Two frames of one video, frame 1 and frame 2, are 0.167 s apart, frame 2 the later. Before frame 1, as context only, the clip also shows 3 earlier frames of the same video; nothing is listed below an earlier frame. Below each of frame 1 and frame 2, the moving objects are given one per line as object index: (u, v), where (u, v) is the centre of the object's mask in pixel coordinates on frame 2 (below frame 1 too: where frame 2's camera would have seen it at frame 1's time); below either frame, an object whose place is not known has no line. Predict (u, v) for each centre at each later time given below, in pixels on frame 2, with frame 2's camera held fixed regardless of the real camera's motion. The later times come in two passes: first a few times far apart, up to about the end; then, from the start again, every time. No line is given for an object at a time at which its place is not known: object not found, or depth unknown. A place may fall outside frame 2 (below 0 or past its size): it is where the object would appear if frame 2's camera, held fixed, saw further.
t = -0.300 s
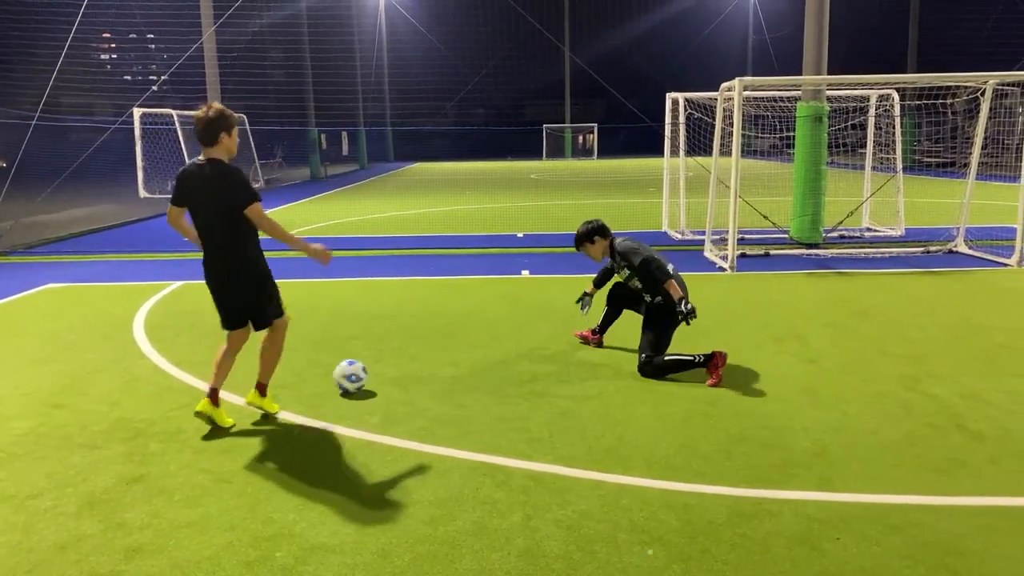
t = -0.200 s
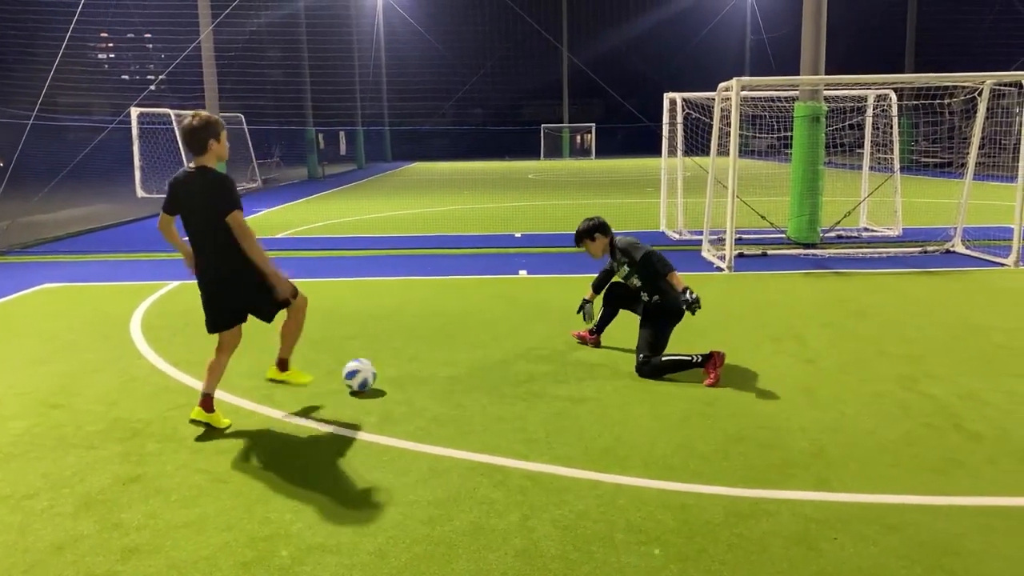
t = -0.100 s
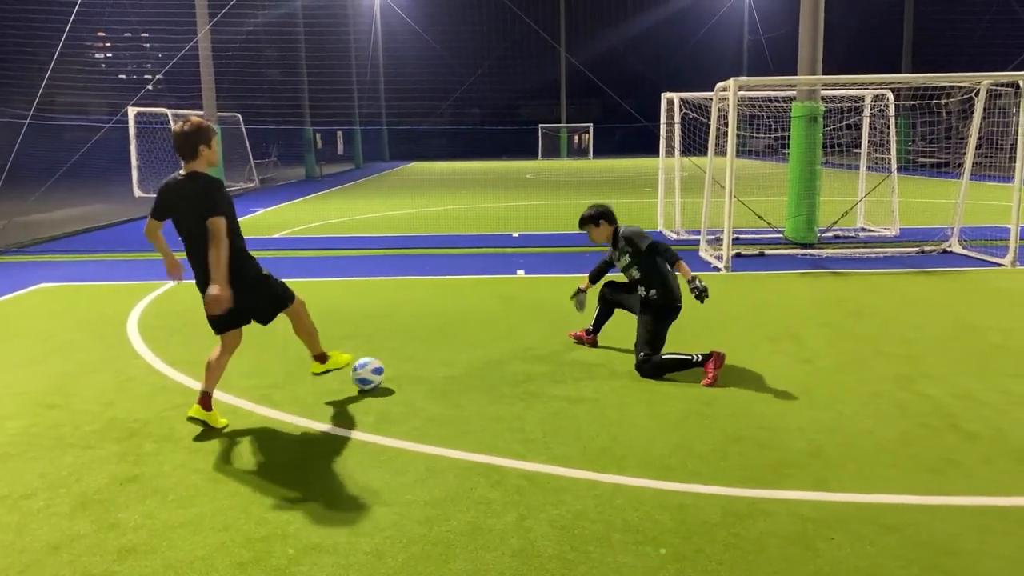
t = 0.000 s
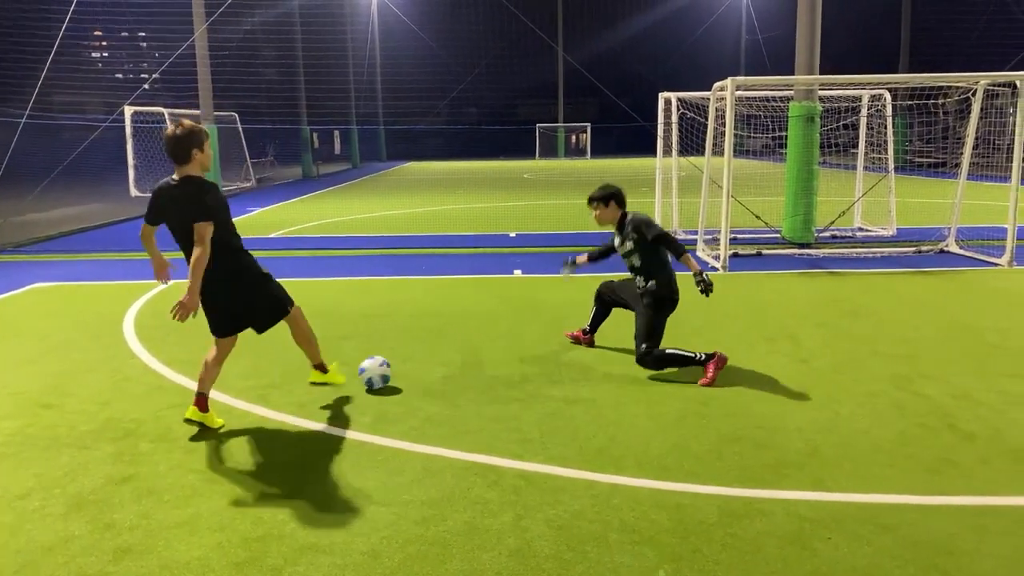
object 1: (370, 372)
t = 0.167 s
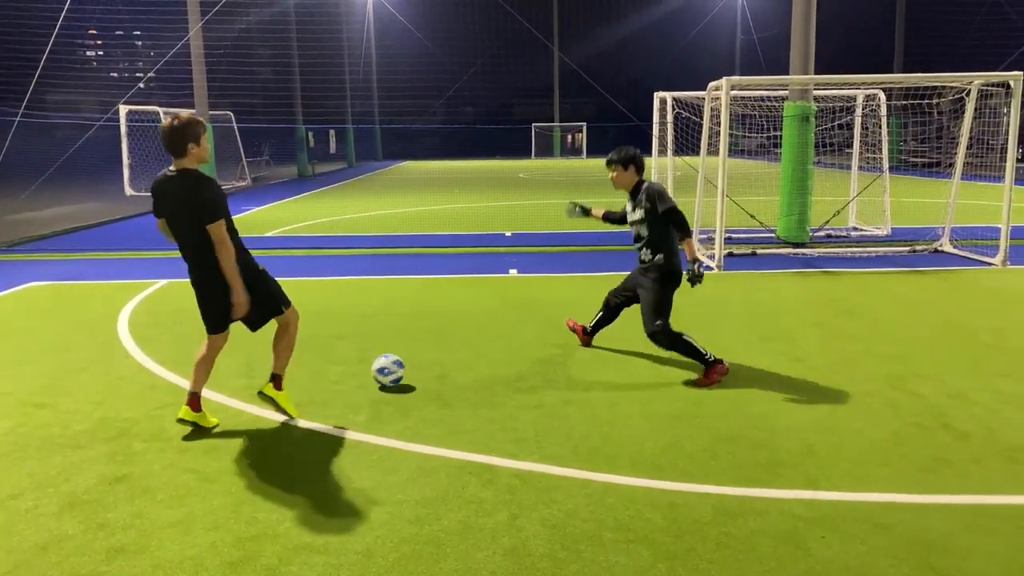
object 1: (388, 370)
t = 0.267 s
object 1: (399, 369)
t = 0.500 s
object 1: (422, 367)
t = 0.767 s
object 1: (447, 365)
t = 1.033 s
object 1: (469, 362)
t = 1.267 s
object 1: (487, 361)
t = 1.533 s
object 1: (505, 359)
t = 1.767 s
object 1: (520, 357)
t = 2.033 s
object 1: (534, 354)
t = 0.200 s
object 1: (392, 369)
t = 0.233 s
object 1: (395, 369)
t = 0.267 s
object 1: (399, 369)
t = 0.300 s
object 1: (402, 369)
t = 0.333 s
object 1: (406, 368)
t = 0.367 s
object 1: (408, 368)
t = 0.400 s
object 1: (412, 367)
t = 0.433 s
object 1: (416, 367)
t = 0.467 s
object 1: (419, 367)
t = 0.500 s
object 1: (422, 367)
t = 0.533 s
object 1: (425, 367)
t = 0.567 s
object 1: (428, 367)
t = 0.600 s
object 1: (431, 366)
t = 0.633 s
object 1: (434, 366)
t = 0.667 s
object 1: (437, 366)
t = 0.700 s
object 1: (441, 366)
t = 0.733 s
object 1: (444, 365)
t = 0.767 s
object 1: (447, 365)
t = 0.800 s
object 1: (450, 364)
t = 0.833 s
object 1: (453, 364)
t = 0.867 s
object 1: (456, 364)
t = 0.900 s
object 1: (459, 364)
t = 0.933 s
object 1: (462, 363)
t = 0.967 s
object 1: (464, 363)
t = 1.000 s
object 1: (467, 363)
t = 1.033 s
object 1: (469, 362)
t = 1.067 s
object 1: (472, 362)
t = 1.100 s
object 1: (475, 362)
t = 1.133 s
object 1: (478, 362)
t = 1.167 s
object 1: (481, 361)
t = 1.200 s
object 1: (483, 361)
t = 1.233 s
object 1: (485, 361)
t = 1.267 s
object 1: (487, 361)
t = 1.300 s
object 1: (489, 360)
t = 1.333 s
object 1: (492, 360)
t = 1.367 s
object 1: (494, 360)
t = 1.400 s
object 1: (496, 360)
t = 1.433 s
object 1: (498, 359)
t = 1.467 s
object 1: (501, 359)
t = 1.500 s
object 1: (503, 359)
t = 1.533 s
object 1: (505, 359)
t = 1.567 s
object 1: (507, 358)
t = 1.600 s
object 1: (510, 358)
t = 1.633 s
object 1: (512, 358)
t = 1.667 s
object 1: (514, 358)
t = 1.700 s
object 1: (517, 357)
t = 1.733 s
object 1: (518, 357)
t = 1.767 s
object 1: (520, 357)
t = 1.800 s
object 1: (522, 356)
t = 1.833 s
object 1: (525, 356)
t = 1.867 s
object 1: (526, 356)
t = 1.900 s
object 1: (528, 355)
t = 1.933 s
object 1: (529, 355)
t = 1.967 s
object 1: (532, 354)
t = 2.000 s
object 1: (533, 354)
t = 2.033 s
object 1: (534, 354)
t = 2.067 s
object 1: (535, 354)
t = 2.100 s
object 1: (537, 353)
